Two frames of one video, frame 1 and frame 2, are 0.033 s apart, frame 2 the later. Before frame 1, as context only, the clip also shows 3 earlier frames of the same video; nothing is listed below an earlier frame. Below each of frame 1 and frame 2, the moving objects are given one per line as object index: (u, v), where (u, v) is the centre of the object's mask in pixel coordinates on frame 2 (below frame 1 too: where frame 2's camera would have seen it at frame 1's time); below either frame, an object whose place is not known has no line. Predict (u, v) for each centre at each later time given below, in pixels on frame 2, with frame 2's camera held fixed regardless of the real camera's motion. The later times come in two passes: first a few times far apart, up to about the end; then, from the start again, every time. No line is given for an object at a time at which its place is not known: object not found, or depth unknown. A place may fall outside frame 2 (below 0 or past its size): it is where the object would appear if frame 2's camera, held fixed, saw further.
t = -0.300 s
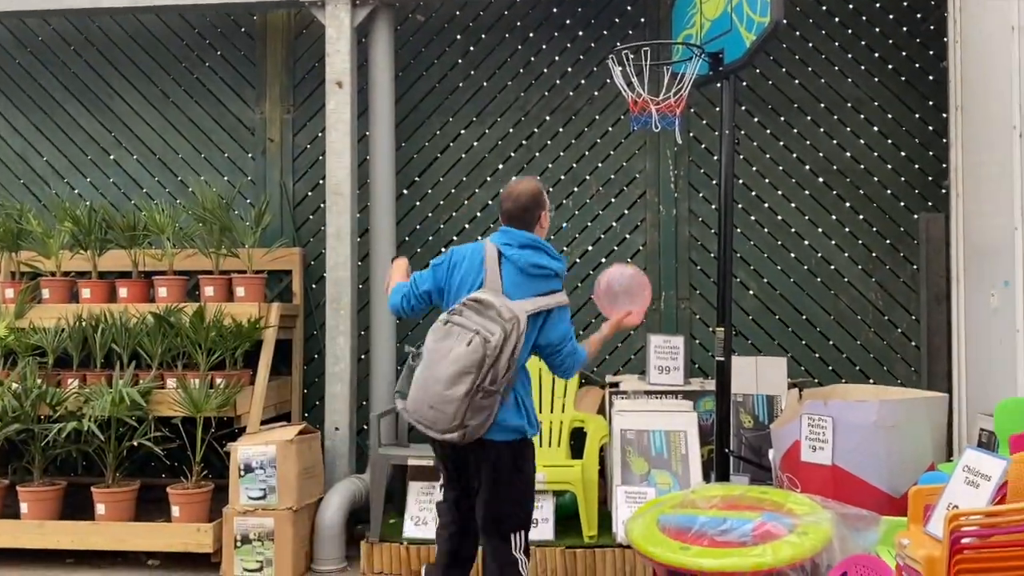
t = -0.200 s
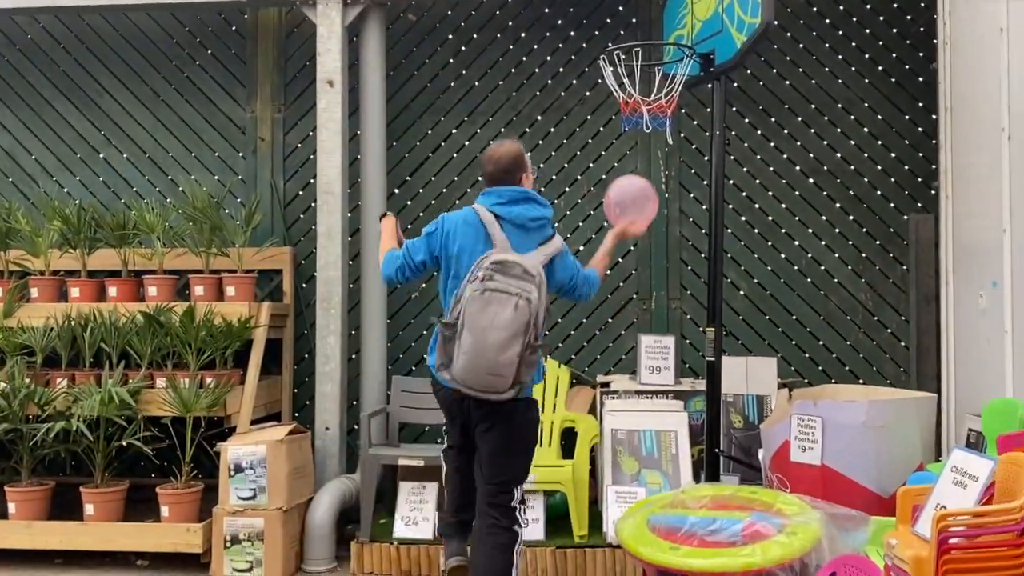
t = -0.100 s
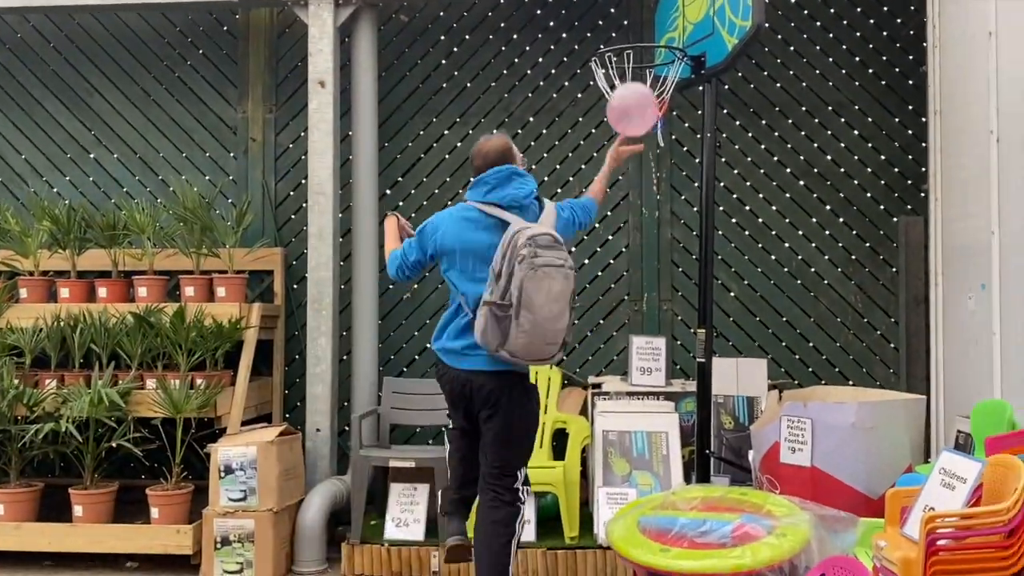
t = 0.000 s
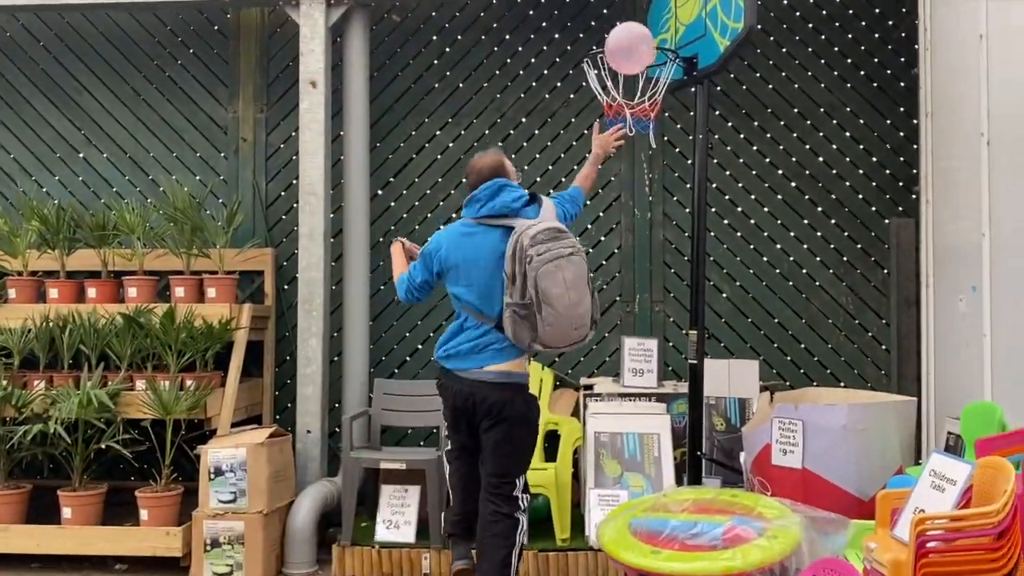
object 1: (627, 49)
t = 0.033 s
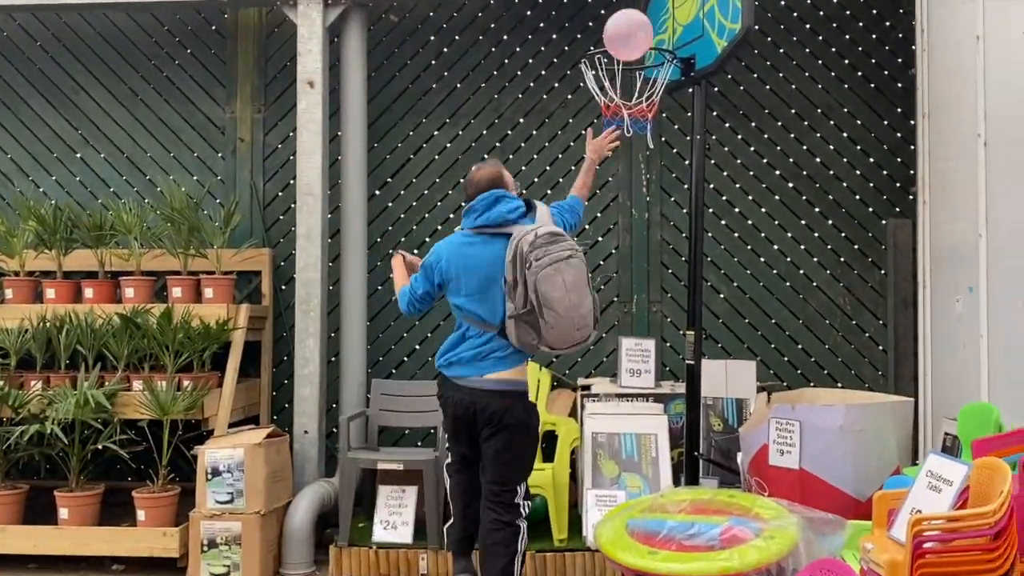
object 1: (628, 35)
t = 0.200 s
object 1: (629, 11)
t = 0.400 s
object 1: (630, 40)
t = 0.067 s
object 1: (628, 24)
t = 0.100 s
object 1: (629, 18)
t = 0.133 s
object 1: (629, 14)
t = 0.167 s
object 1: (629, 12)
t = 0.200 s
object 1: (629, 11)
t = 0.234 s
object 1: (629, 12)
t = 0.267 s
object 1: (629, 13)
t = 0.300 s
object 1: (629, 16)
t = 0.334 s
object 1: (630, 21)
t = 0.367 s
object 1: (630, 29)
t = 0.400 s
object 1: (630, 40)
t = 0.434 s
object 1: (630, 52)
